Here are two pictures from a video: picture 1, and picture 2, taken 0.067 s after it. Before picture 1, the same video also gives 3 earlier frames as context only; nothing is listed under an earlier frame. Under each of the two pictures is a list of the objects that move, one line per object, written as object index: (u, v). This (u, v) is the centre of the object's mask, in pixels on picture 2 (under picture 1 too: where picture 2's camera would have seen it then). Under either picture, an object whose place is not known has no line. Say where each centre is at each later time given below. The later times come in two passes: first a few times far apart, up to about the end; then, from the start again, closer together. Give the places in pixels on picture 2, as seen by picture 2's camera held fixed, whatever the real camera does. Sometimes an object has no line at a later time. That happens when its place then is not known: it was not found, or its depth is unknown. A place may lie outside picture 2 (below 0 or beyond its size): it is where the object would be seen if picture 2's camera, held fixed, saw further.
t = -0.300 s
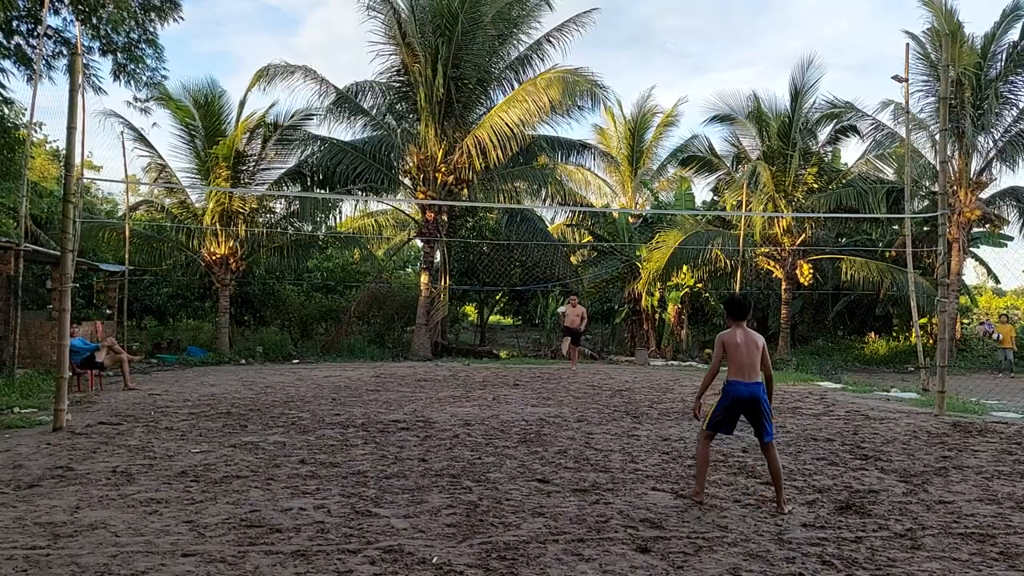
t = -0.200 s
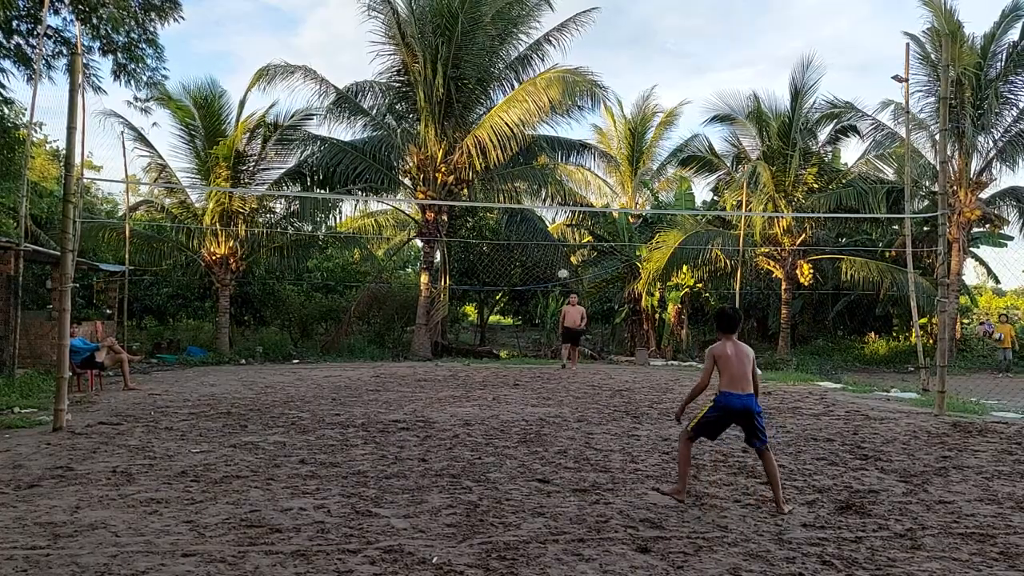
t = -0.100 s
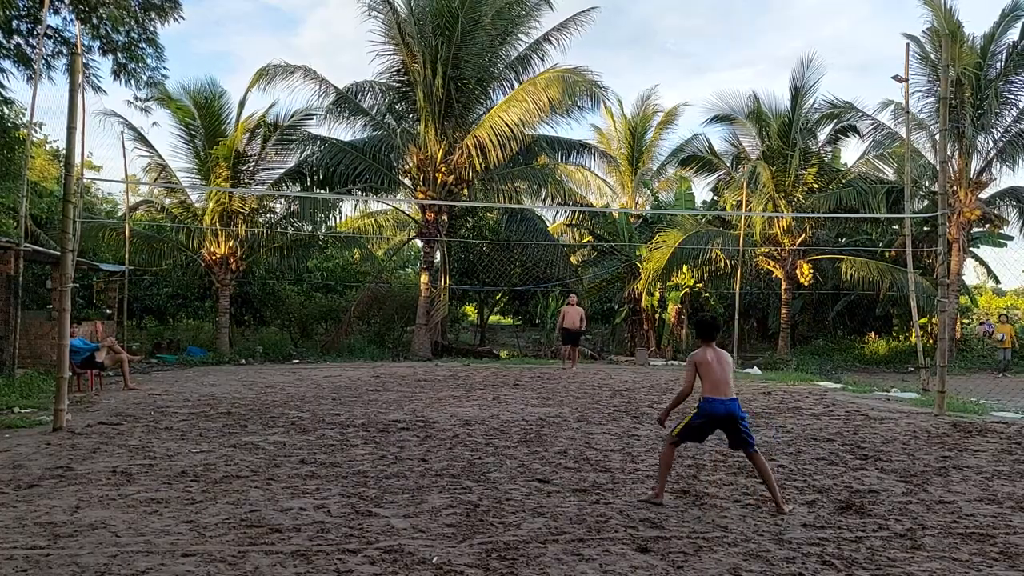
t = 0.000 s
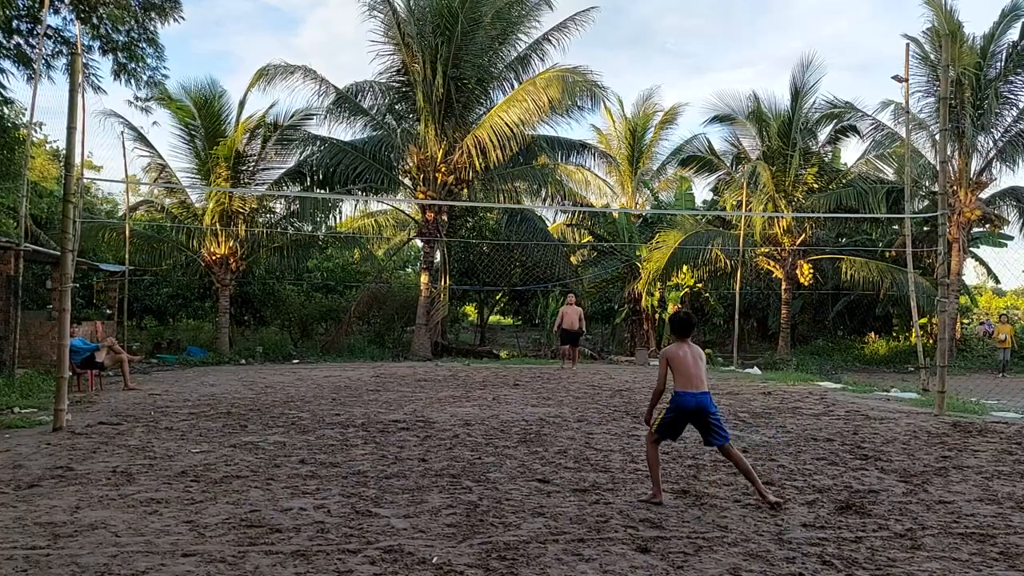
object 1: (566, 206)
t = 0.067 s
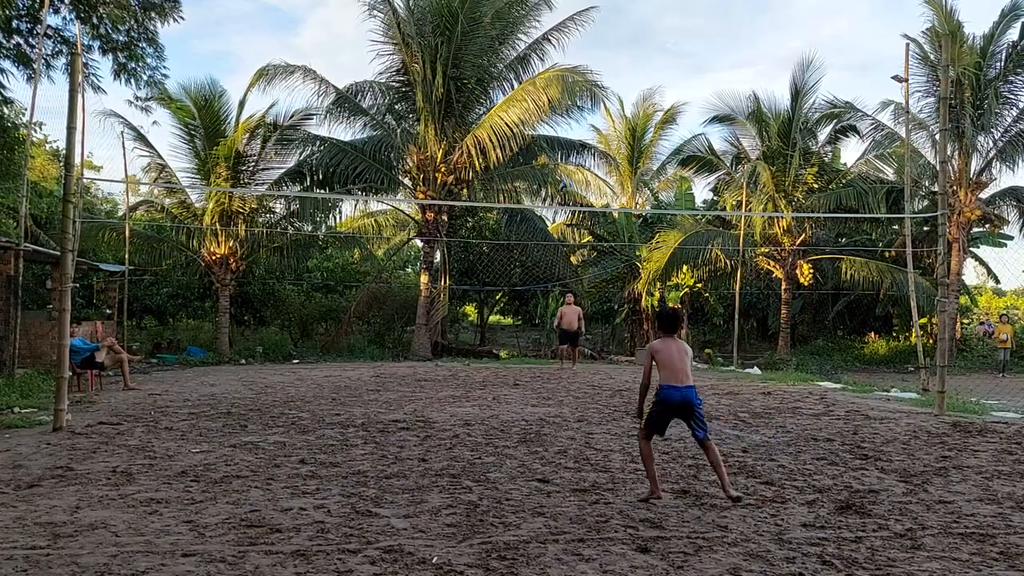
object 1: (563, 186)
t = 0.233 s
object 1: (568, 146)
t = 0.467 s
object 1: (573, 113)
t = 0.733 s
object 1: (583, 129)
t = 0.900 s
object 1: (592, 185)
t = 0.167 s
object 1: (567, 161)
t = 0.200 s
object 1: (566, 153)
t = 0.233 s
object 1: (568, 146)
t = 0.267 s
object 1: (569, 139)
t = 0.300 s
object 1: (570, 133)
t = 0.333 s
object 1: (570, 128)
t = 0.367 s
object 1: (571, 124)
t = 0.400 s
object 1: (572, 119)
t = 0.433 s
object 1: (573, 115)
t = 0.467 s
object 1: (573, 113)
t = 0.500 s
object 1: (574, 111)
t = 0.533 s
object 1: (575, 111)
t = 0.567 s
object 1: (576, 111)
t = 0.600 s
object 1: (577, 112)
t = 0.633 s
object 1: (578, 114)
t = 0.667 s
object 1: (580, 117)
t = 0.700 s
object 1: (581, 122)
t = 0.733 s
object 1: (583, 129)
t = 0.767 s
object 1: (585, 135)
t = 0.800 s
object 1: (587, 145)
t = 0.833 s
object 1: (589, 156)
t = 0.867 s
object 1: (591, 170)
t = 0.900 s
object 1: (592, 185)
